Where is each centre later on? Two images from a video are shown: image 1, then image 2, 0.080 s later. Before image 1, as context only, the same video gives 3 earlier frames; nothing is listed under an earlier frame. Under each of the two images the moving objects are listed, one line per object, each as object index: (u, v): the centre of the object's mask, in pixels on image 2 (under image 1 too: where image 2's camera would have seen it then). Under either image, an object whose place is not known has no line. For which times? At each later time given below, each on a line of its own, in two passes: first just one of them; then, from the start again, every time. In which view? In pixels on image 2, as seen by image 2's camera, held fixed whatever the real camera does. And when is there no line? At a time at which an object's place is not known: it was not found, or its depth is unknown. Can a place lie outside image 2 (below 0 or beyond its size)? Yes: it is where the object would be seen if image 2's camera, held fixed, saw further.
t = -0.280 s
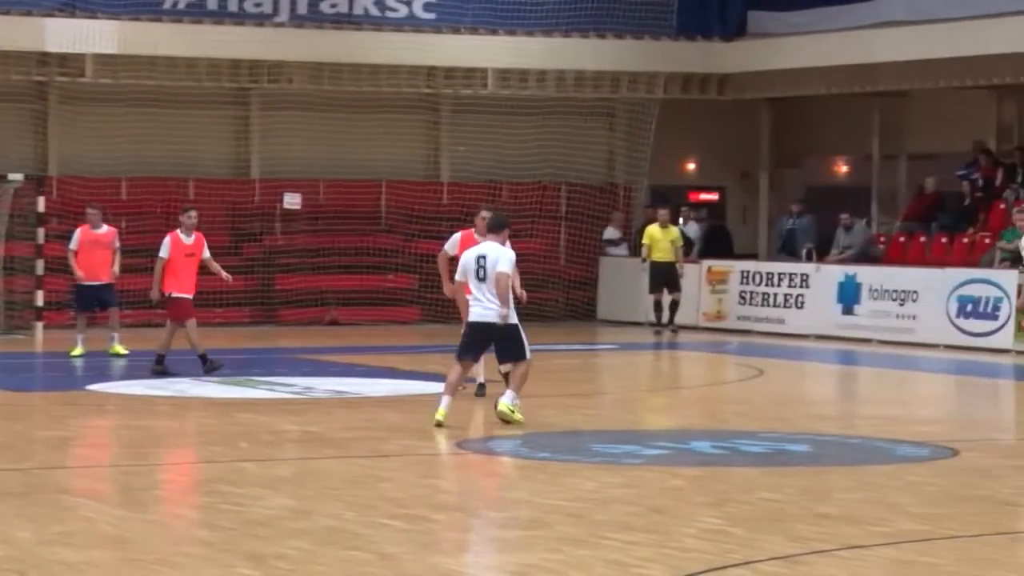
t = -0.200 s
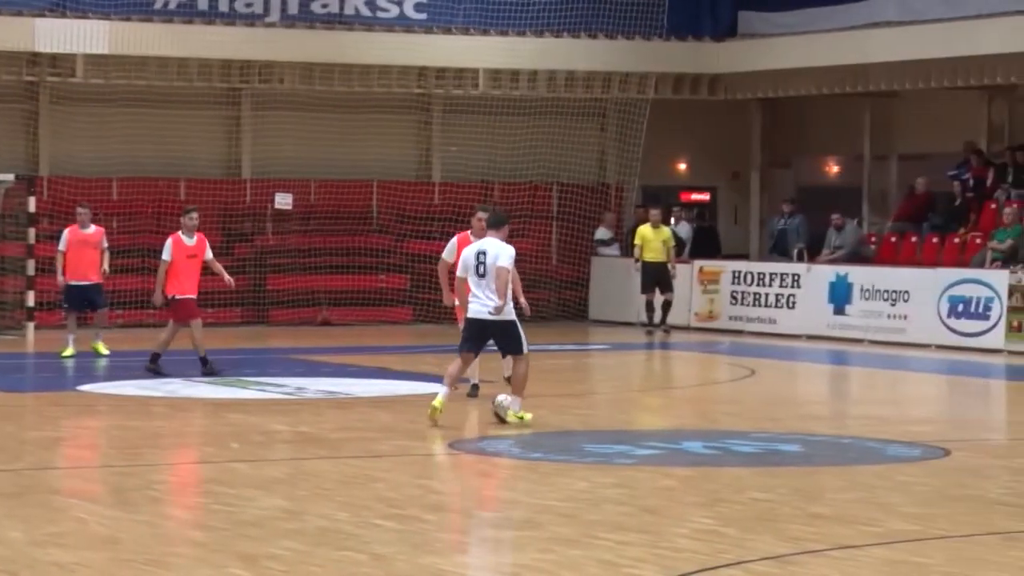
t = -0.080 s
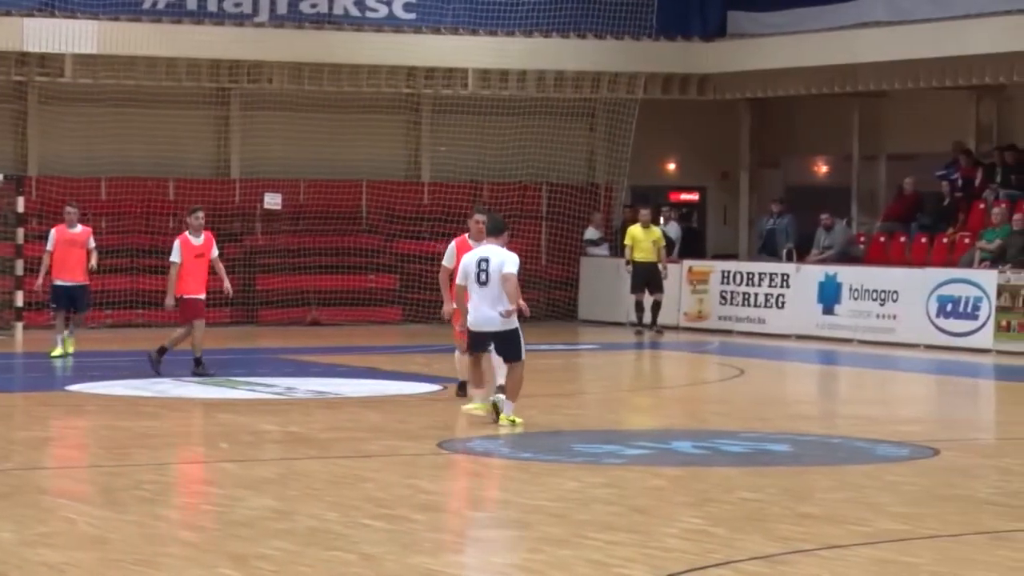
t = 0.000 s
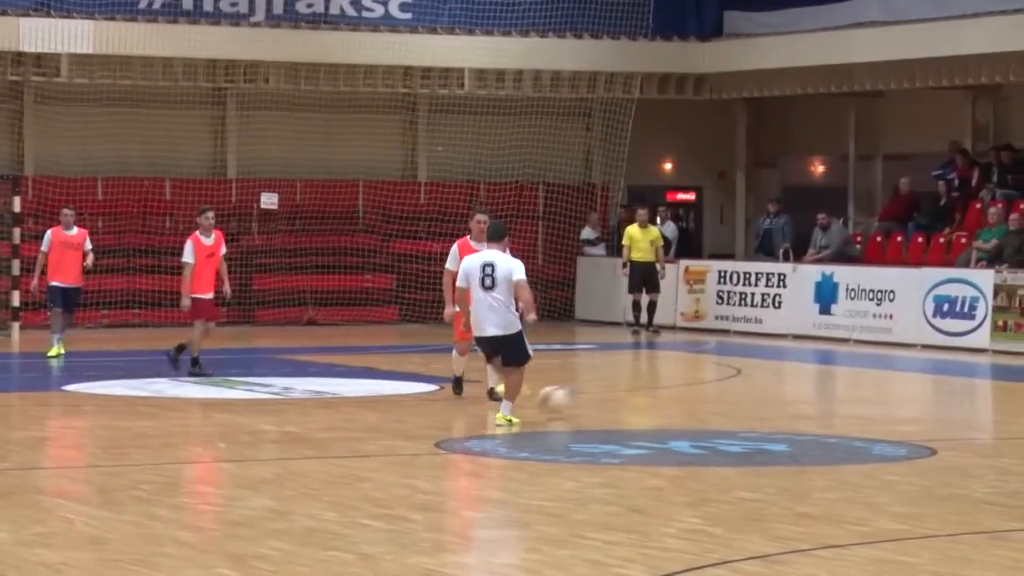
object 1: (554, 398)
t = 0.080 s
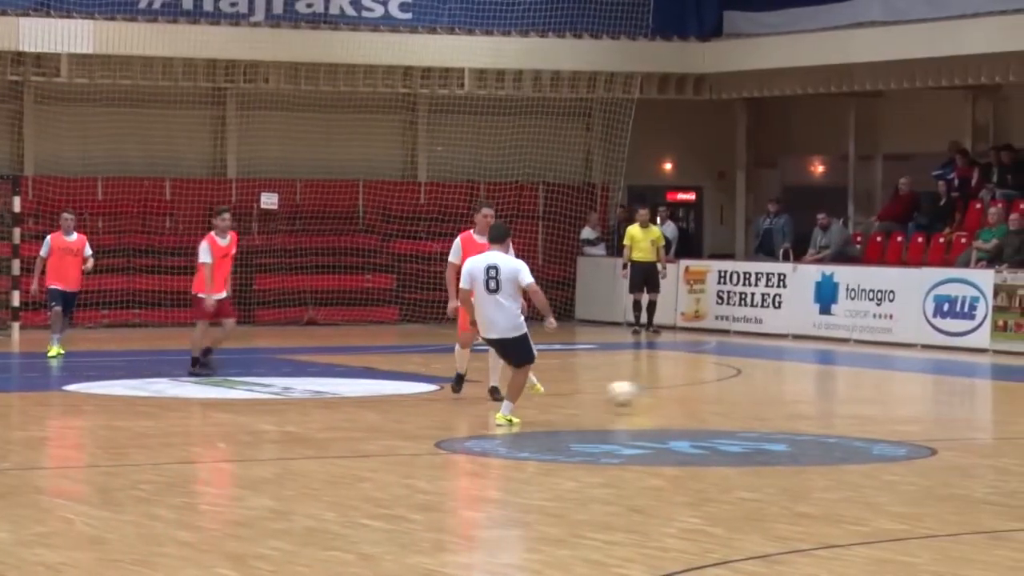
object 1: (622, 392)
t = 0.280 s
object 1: (765, 385)
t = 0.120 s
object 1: (654, 393)
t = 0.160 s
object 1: (686, 397)
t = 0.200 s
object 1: (712, 391)
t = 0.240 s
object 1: (741, 386)
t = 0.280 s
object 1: (765, 385)
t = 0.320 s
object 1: (791, 385)
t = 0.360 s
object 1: (817, 390)
